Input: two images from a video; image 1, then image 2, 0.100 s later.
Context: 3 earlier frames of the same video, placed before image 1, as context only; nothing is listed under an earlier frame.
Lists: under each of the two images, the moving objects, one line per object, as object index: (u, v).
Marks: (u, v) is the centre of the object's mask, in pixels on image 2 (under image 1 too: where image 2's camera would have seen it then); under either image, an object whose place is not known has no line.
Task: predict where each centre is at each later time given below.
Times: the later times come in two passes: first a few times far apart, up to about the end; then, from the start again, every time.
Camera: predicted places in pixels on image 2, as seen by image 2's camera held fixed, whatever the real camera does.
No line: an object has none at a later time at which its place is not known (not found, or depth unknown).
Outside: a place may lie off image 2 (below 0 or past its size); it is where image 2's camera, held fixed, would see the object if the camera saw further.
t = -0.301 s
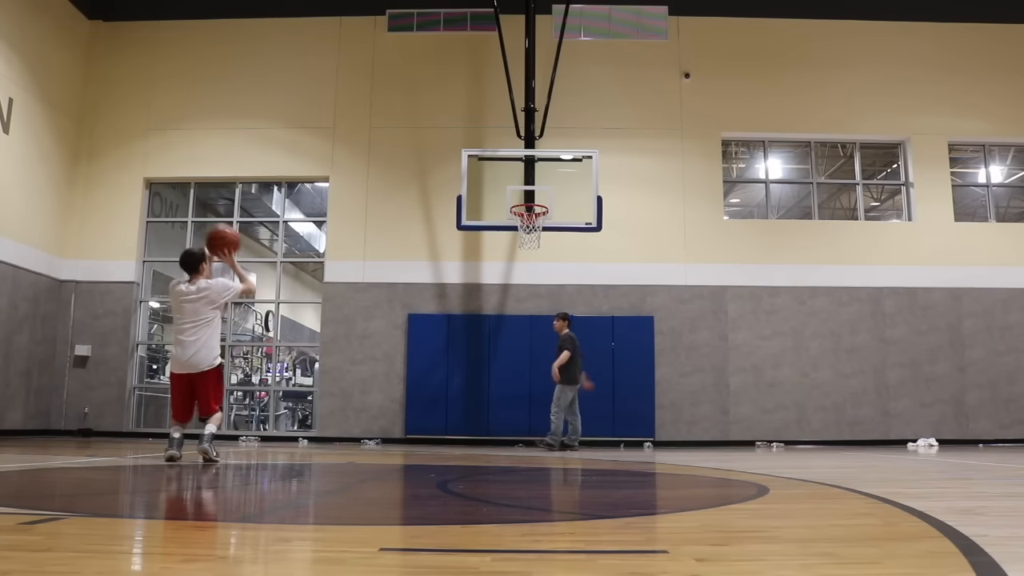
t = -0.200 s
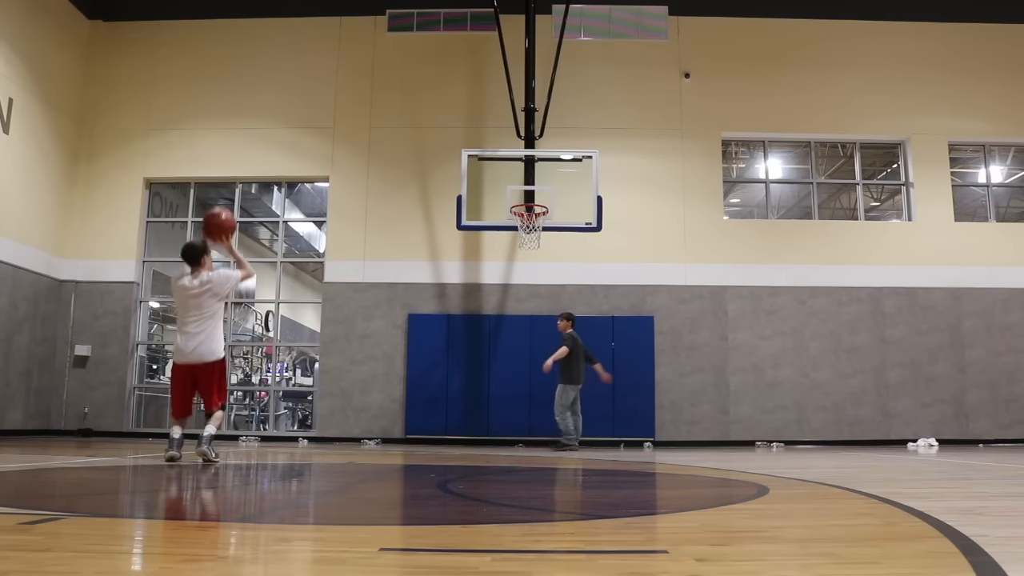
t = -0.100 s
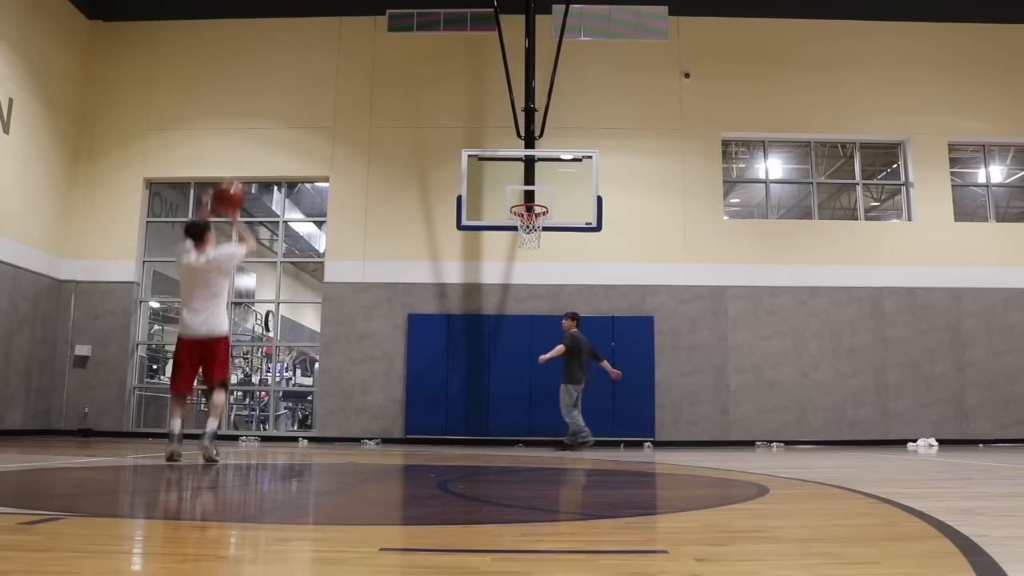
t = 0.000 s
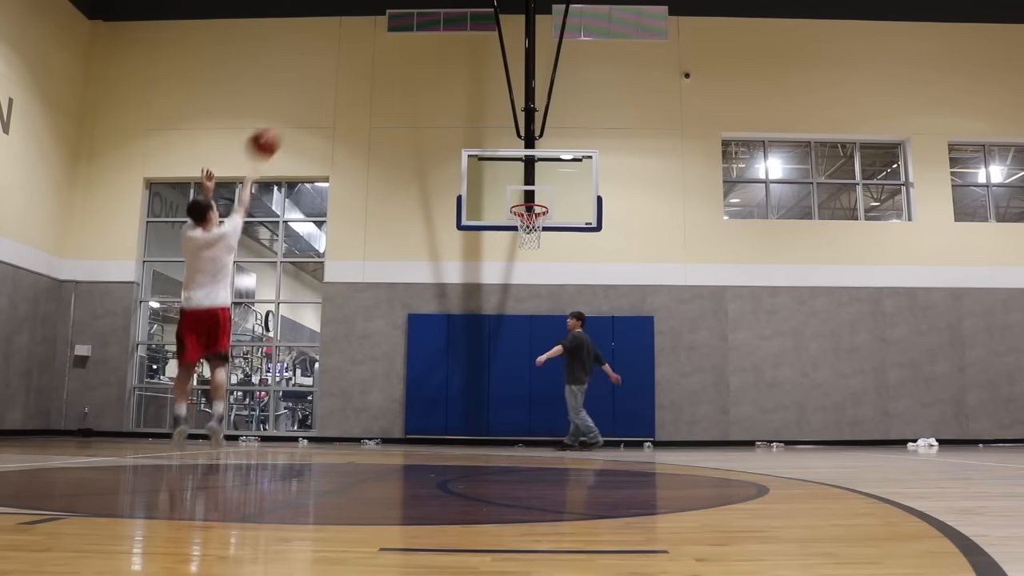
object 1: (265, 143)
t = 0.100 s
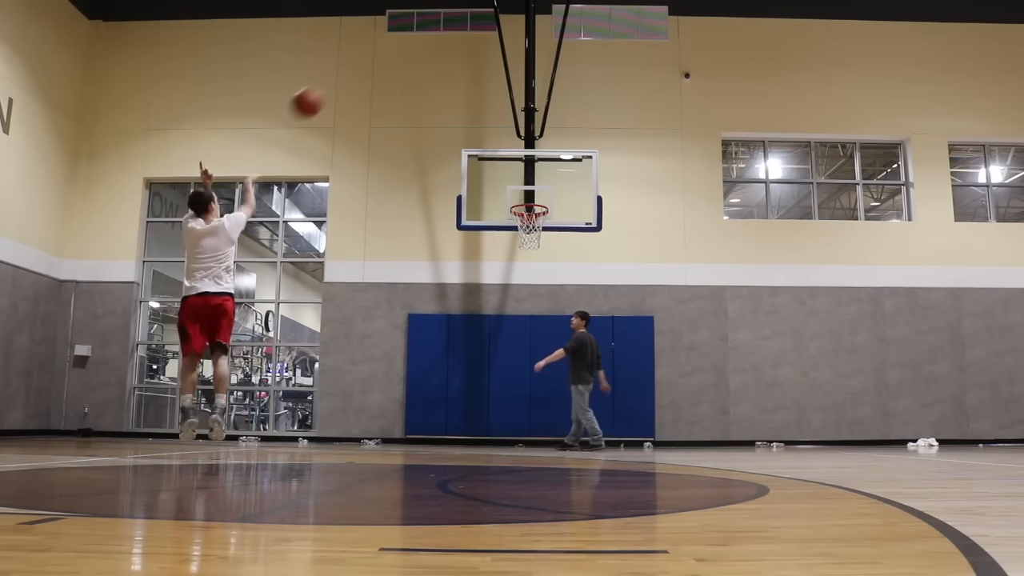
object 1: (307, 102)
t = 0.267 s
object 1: (366, 69)
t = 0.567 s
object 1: (443, 79)
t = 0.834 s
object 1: (494, 141)
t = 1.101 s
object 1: (531, 214)
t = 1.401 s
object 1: (524, 250)
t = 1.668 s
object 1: (522, 338)
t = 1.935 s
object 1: (519, 413)
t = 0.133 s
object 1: (320, 93)
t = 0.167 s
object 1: (332, 85)
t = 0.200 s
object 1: (344, 78)
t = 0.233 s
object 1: (355, 73)
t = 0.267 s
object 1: (366, 69)
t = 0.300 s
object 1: (376, 66)
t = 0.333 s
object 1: (385, 64)
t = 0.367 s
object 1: (394, 64)
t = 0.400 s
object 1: (403, 64)
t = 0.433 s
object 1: (412, 65)
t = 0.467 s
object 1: (420, 68)
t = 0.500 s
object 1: (428, 70)
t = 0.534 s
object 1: (435, 74)
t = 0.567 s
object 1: (443, 79)
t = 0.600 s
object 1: (450, 84)
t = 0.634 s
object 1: (457, 90)
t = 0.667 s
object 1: (463, 97)
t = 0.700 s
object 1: (469, 104)
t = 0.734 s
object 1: (476, 113)
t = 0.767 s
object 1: (482, 122)
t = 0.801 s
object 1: (488, 131)
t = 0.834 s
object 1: (494, 141)
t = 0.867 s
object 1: (500, 152)
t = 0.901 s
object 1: (505, 164)
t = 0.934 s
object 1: (510, 175)
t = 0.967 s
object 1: (515, 188)
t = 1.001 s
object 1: (521, 198)
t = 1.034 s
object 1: (525, 201)
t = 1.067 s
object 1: (528, 207)
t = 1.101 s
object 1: (531, 214)
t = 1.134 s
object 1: (531, 213)
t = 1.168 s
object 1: (531, 213)
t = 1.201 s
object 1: (529, 213)
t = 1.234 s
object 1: (528, 216)
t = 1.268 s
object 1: (527, 221)
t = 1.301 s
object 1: (527, 225)
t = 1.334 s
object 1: (526, 229)
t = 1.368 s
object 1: (525, 245)
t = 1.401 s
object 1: (524, 250)
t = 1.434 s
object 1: (524, 258)
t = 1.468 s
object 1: (524, 267)
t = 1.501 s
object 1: (523, 277)
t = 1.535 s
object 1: (523, 288)
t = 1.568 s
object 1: (522, 300)
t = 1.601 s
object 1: (522, 313)
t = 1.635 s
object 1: (522, 325)
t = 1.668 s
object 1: (522, 338)
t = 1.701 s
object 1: (521, 353)
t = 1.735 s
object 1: (521, 370)
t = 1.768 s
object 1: (520, 387)
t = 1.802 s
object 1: (520, 405)
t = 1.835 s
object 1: (519, 422)
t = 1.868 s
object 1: (518, 438)
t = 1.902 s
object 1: (519, 426)
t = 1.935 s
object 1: (519, 413)
